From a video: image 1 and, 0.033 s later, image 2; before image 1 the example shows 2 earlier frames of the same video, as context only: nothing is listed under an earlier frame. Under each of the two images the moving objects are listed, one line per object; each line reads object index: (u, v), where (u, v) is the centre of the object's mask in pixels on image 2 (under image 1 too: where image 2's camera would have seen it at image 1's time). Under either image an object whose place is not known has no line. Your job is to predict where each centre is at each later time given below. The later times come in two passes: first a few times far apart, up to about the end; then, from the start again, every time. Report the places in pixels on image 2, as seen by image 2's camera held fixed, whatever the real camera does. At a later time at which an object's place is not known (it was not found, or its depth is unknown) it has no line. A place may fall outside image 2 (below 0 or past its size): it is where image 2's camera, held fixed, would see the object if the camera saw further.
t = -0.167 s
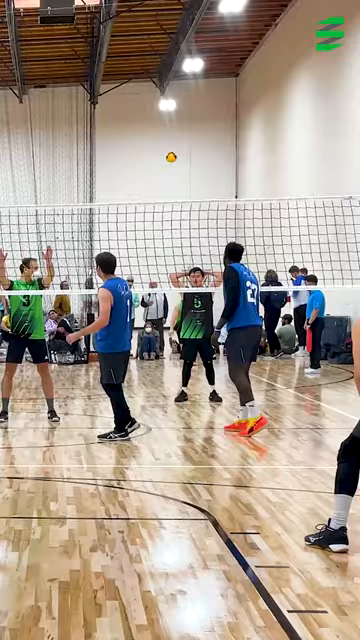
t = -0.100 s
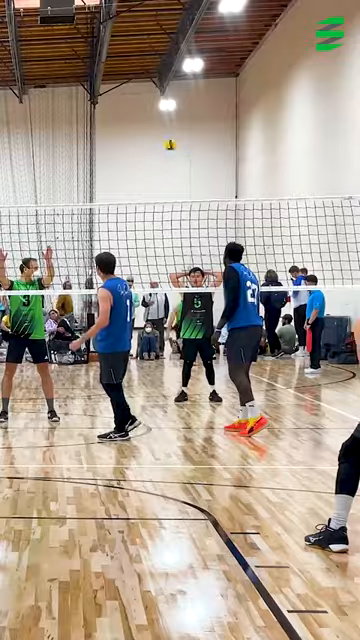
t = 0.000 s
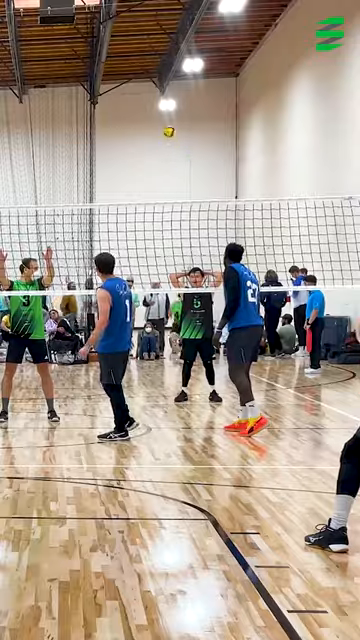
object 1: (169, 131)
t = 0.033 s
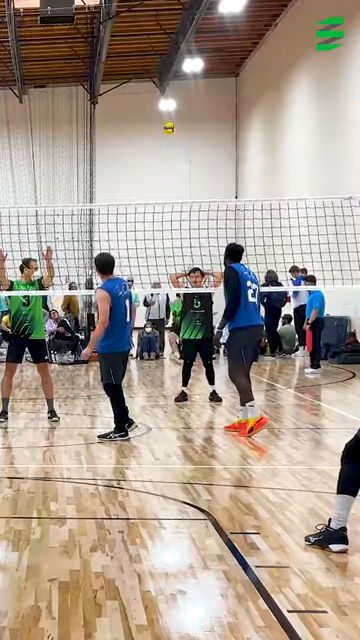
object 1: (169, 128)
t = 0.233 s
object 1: (167, 120)
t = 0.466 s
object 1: (163, 139)
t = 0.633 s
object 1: (162, 171)
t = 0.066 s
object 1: (168, 125)
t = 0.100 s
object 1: (168, 122)
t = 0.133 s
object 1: (168, 122)
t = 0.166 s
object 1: (167, 121)
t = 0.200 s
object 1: (168, 121)
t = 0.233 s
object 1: (167, 120)
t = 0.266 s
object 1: (166, 121)
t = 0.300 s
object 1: (166, 122)
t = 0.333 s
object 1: (165, 125)
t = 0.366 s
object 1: (165, 127)
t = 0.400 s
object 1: (164, 130)
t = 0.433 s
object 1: (164, 135)
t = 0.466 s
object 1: (163, 139)
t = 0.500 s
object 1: (163, 144)
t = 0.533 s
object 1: (163, 149)
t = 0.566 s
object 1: (162, 156)
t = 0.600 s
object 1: (162, 163)
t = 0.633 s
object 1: (162, 171)
